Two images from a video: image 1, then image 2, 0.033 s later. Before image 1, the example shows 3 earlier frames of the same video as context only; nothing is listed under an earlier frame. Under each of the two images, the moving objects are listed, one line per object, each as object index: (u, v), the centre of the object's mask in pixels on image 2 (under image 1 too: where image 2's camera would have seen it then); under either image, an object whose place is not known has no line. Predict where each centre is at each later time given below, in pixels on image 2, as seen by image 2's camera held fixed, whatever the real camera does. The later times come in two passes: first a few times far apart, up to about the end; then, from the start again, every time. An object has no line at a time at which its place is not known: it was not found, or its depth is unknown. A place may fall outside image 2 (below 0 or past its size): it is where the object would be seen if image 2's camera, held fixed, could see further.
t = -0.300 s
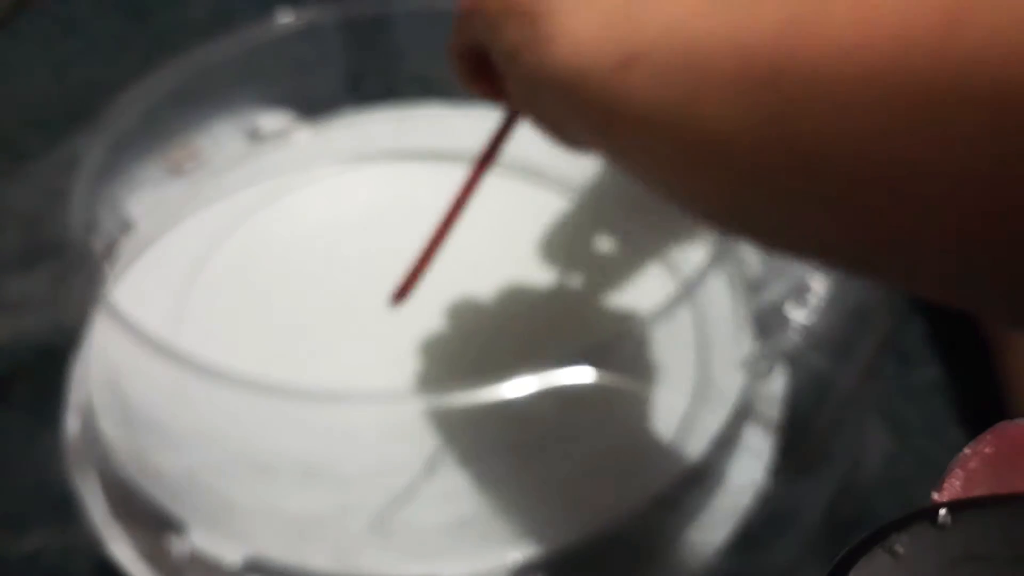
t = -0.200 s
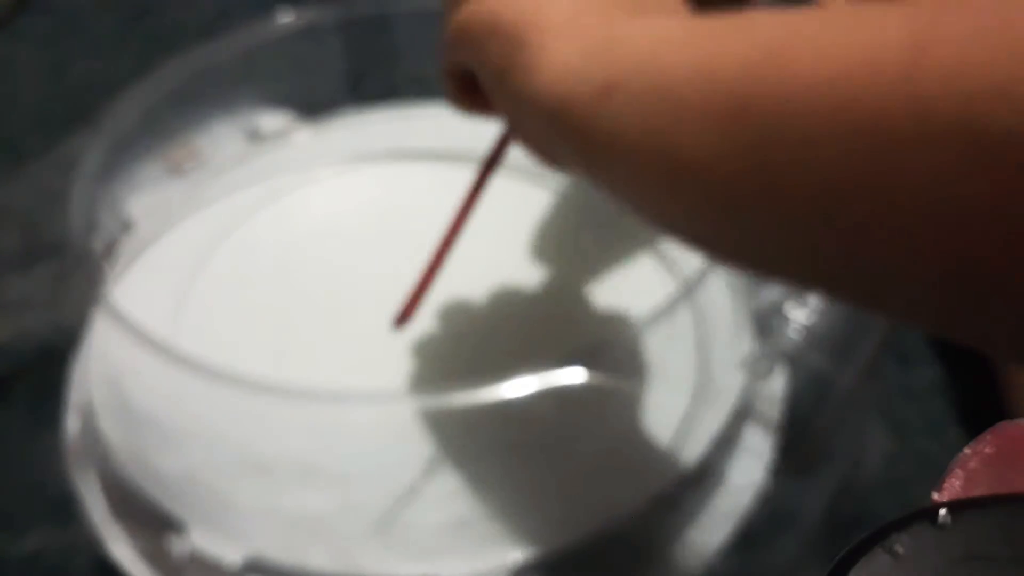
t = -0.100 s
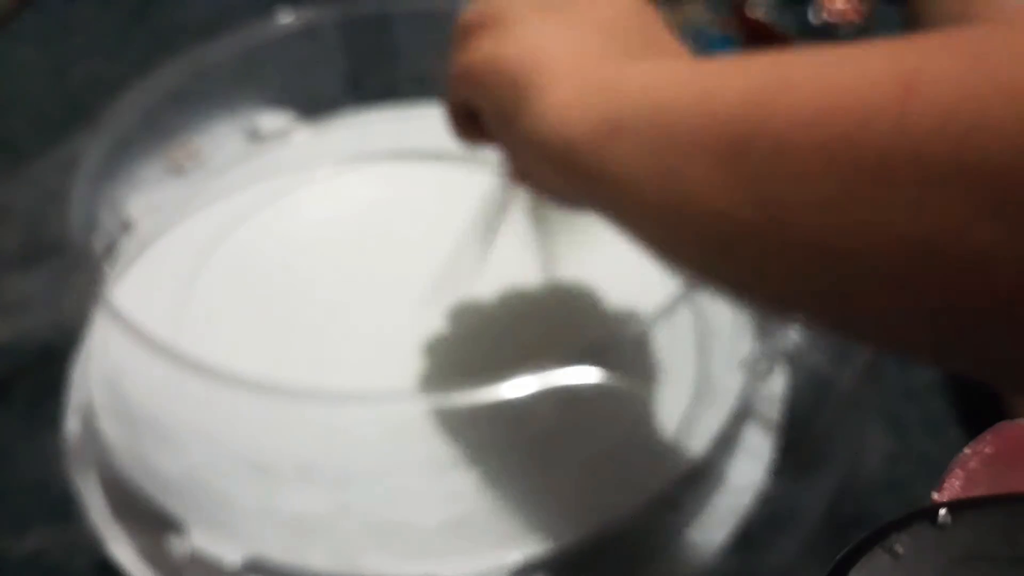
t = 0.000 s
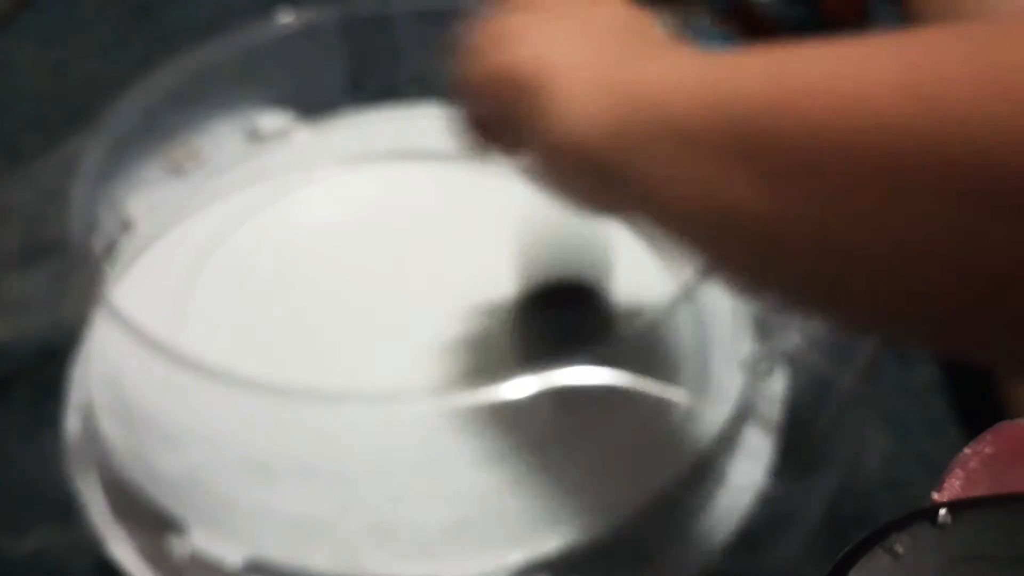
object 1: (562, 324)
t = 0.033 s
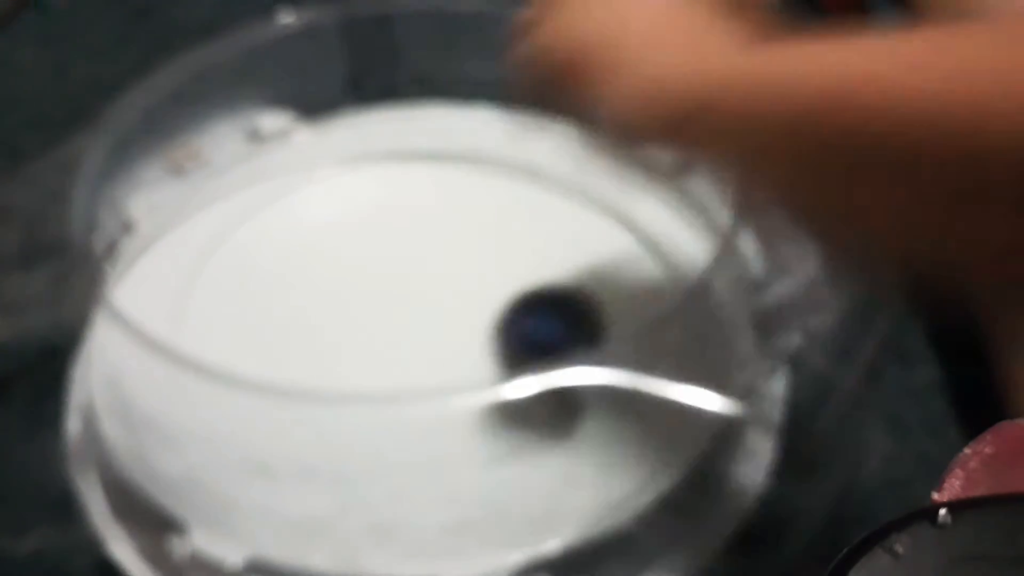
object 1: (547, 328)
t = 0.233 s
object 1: (397, 493)
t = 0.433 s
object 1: (400, 356)
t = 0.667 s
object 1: (442, 190)
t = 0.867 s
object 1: (324, 175)
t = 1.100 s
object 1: (375, 304)
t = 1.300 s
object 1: (562, 278)
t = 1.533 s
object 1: (575, 191)
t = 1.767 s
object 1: (432, 199)
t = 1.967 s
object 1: (435, 328)
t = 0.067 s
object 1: (525, 364)
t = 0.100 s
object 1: (496, 434)
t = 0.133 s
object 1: (469, 473)
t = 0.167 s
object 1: (439, 498)
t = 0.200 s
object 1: (415, 502)
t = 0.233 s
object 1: (397, 493)
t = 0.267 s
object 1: (386, 479)
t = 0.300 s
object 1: (380, 461)
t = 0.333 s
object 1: (378, 439)
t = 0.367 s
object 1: (383, 416)
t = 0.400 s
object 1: (390, 386)
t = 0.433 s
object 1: (400, 356)
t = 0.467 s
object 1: (412, 334)
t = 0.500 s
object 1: (425, 308)
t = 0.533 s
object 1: (439, 283)
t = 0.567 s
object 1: (449, 256)
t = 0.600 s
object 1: (453, 231)
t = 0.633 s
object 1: (450, 211)
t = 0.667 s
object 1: (442, 190)
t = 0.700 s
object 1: (427, 177)
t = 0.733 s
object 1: (409, 165)
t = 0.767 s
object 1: (388, 160)
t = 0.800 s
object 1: (366, 160)
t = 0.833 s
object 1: (344, 166)
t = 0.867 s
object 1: (324, 175)
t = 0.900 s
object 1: (308, 192)
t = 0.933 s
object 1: (297, 211)
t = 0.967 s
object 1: (294, 233)
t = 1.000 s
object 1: (302, 256)
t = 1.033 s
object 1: (318, 275)
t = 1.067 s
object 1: (343, 292)
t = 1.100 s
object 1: (375, 304)
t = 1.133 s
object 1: (411, 311)
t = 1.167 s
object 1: (446, 313)
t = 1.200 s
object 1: (481, 312)
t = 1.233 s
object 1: (512, 304)
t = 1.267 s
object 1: (539, 294)
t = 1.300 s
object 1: (562, 278)
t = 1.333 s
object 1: (579, 266)
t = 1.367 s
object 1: (590, 251)
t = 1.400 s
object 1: (595, 236)
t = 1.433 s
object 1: (595, 223)
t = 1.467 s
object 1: (591, 212)
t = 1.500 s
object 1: (584, 201)
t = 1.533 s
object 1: (575, 191)
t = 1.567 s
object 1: (561, 183)
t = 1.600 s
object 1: (543, 174)
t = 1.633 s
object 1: (520, 169)
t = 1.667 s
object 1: (495, 169)
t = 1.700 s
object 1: (472, 175)
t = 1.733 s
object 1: (451, 184)
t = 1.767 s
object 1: (432, 199)
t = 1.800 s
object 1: (418, 219)
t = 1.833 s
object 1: (408, 242)
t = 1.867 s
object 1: (405, 265)
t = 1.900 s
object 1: (409, 288)
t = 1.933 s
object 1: (420, 309)
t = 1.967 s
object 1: (435, 328)
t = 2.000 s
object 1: (456, 340)
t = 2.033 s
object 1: (480, 347)
